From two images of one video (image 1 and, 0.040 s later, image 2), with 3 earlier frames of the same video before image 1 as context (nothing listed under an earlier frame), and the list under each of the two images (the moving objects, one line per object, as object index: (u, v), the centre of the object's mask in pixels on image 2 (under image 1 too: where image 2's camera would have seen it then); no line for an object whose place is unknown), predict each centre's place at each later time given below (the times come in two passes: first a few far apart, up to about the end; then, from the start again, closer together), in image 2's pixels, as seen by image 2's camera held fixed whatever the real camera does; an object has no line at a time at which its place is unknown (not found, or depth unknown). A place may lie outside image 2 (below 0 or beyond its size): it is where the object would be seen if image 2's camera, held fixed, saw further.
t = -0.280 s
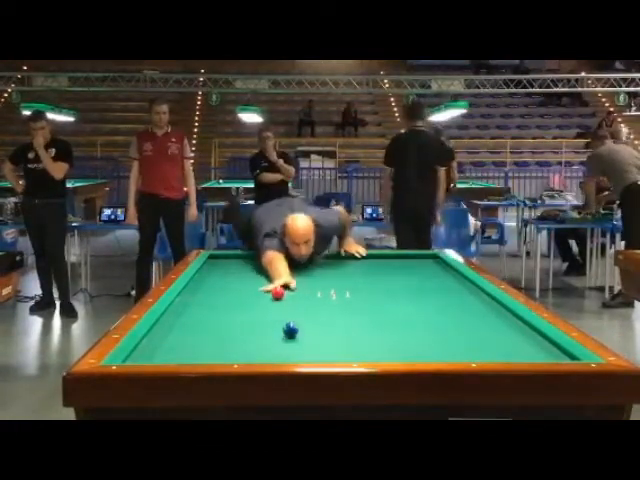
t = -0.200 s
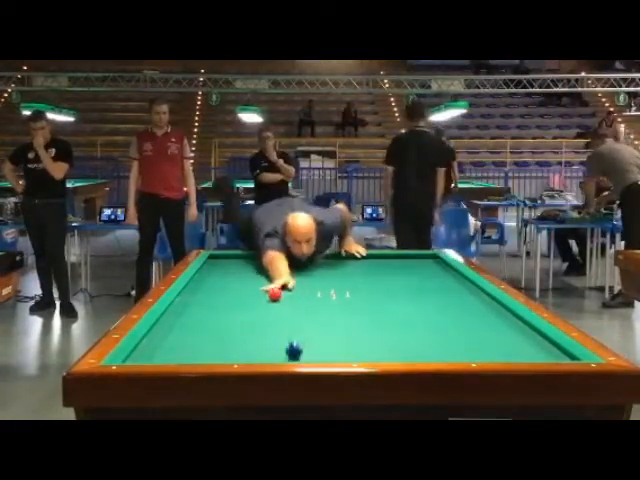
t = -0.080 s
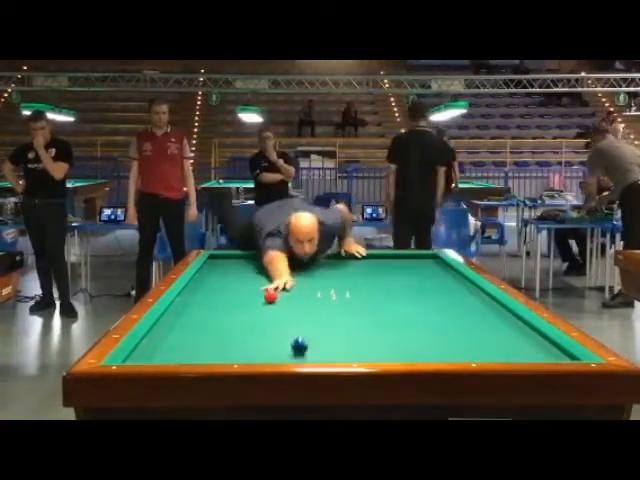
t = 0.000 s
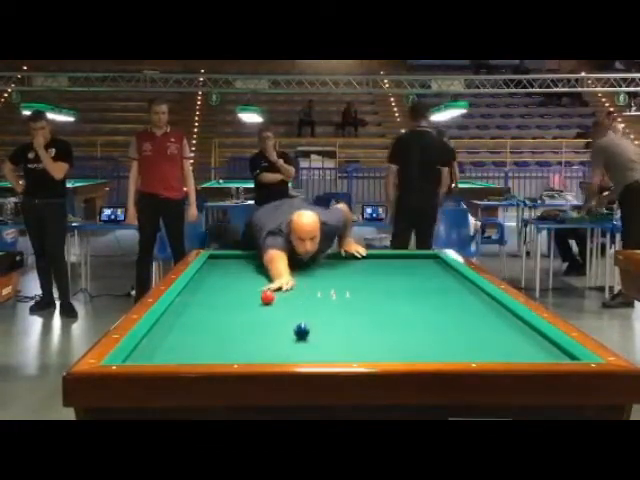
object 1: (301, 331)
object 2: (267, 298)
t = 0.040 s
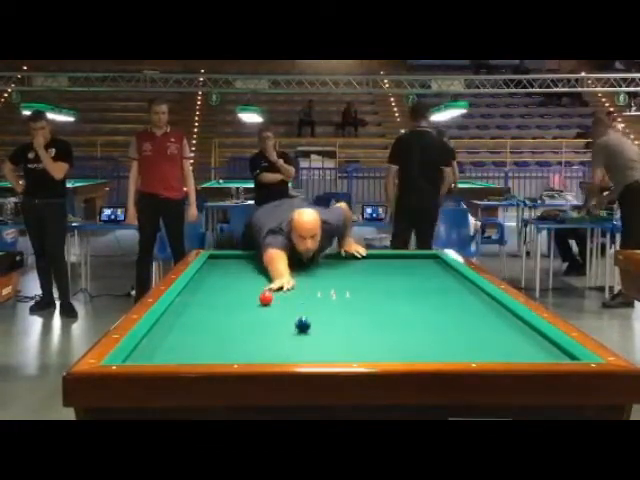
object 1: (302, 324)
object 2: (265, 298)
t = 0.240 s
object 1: (306, 304)
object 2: (259, 301)
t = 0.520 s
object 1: (311, 281)
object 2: (248, 305)
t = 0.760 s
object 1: (314, 267)
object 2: (238, 309)
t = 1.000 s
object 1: (316, 258)
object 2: (228, 314)
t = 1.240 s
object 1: (315, 261)
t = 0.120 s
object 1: (304, 319)
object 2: (264, 299)
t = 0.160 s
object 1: (304, 314)
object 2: (262, 300)
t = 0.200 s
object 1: (305, 309)
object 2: (261, 300)
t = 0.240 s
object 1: (306, 304)
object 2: (259, 301)
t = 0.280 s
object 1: (307, 299)
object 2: (258, 301)
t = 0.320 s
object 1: (308, 296)
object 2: (256, 302)
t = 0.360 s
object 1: (308, 293)
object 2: (254, 303)
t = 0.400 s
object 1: (309, 290)
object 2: (253, 304)
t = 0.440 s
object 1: (310, 286)
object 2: (251, 304)
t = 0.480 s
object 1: (311, 284)
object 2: (250, 305)
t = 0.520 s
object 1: (311, 281)
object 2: (248, 305)
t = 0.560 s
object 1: (312, 278)
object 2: (247, 306)
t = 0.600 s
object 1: (312, 275)
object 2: (245, 307)
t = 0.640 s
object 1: (313, 273)
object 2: (243, 307)
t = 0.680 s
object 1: (313, 271)
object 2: (241, 308)
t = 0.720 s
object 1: (314, 269)
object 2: (240, 309)
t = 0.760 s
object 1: (314, 267)
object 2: (238, 309)
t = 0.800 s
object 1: (315, 264)
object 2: (237, 310)
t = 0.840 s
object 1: (315, 262)
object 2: (235, 311)
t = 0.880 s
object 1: (315, 260)
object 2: (233, 312)
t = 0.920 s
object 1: (316, 258)
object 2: (231, 313)
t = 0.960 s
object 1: (316, 258)
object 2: (229, 314)
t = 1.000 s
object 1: (316, 258)
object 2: (228, 314)
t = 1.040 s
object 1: (316, 258)
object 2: (226, 314)
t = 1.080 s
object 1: (316, 258)
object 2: (226, 314)
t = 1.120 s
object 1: (317, 259)
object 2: (225, 315)
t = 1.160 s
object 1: (317, 258)
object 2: (224, 314)
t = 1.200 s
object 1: (318, 260)
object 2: (222, 315)
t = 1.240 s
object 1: (315, 261)
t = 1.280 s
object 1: (316, 262)
